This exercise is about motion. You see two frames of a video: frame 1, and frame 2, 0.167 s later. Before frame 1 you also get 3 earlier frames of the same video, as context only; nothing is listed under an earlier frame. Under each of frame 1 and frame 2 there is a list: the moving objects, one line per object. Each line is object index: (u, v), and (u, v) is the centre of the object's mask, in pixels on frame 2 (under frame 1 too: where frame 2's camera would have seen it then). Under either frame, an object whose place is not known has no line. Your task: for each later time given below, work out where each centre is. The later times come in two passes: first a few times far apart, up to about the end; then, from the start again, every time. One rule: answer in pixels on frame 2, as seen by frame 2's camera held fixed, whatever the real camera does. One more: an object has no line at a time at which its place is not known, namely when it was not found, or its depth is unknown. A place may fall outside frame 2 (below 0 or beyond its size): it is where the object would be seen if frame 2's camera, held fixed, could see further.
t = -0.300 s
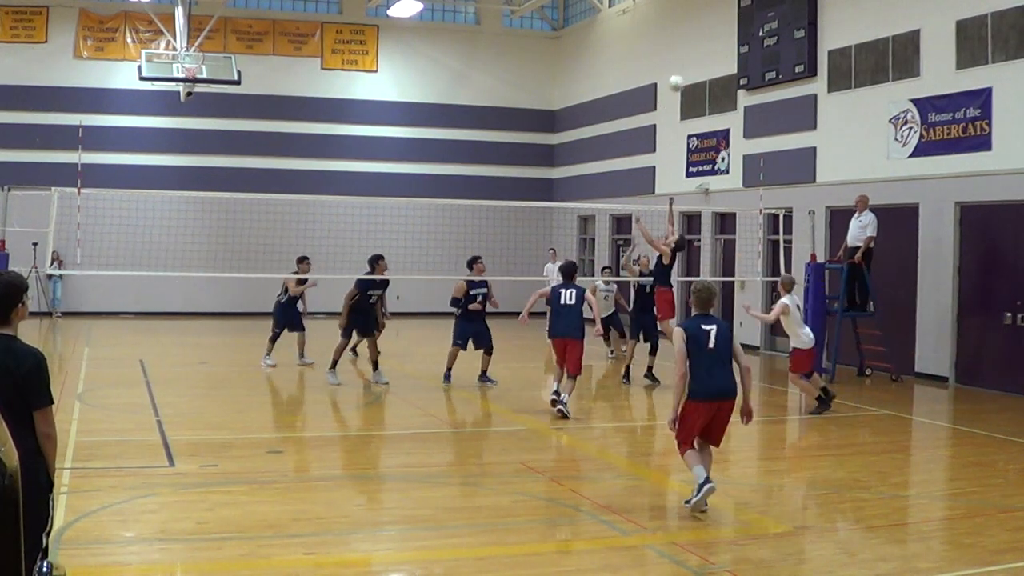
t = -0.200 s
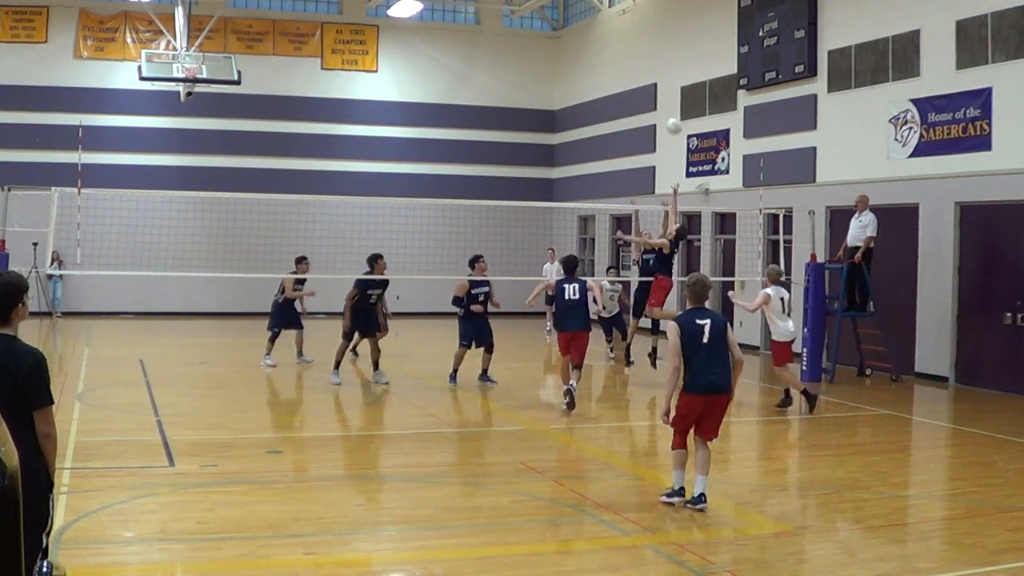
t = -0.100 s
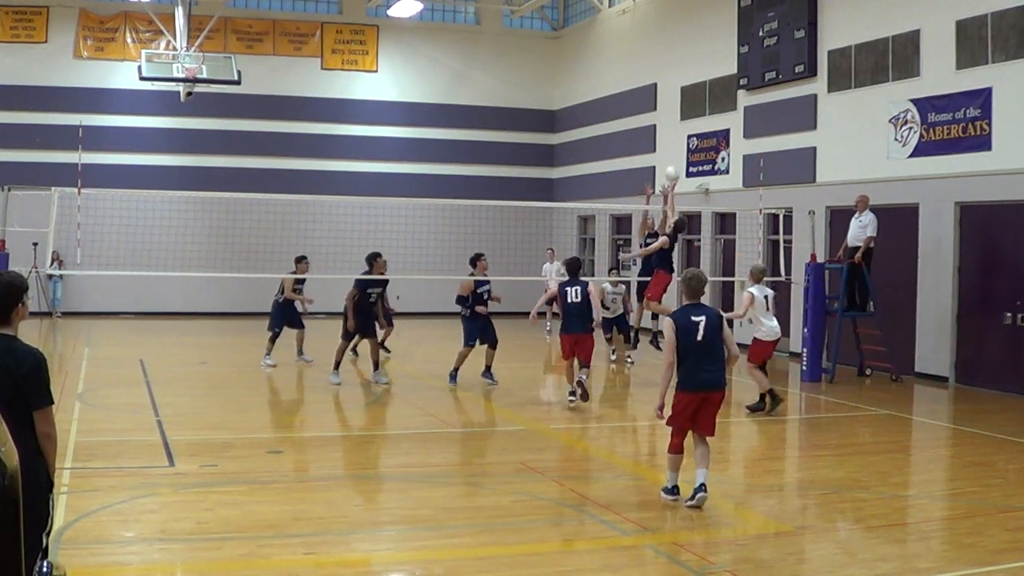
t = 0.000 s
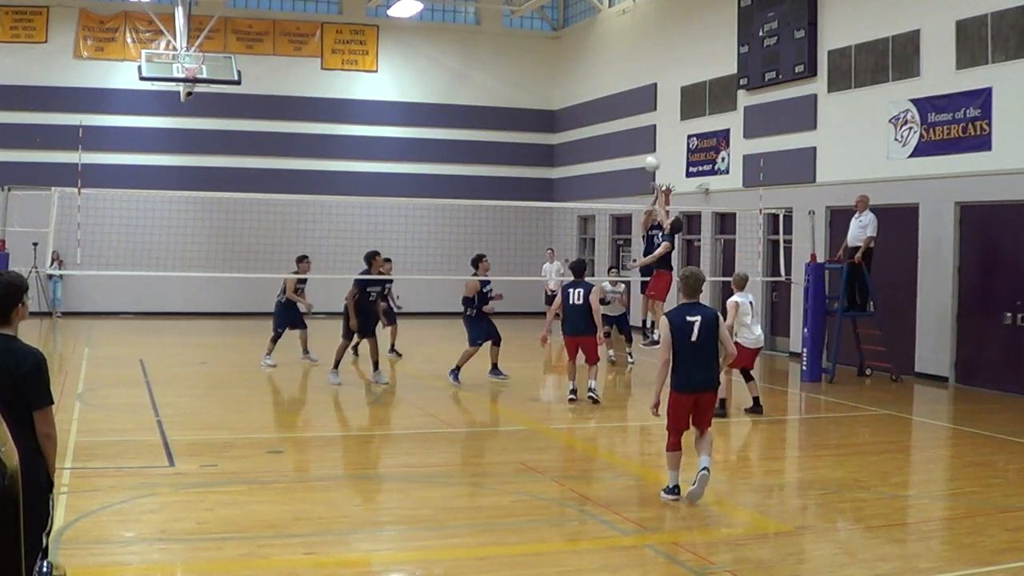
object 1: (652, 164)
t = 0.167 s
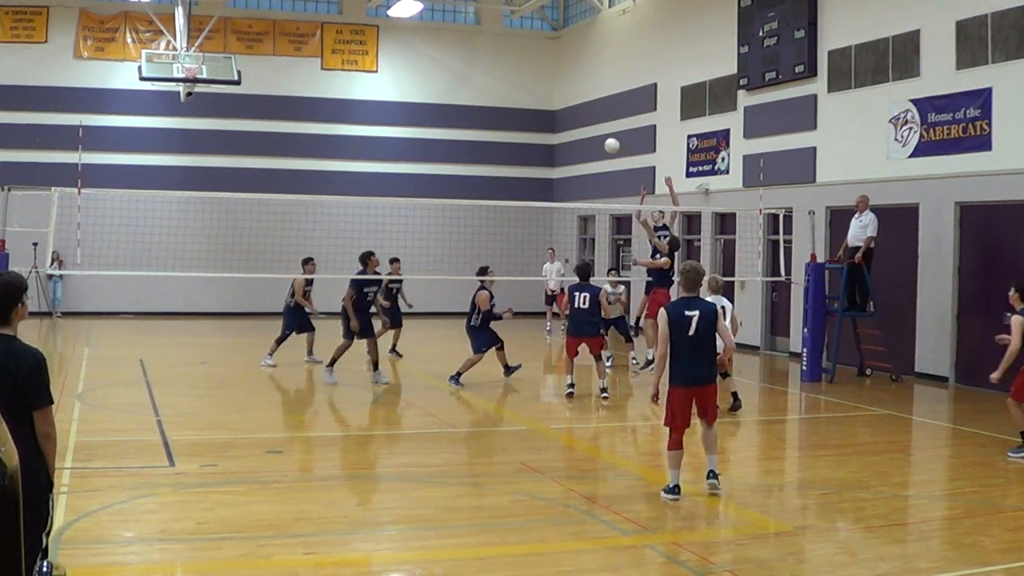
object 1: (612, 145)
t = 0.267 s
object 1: (588, 144)
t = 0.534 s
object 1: (530, 173)
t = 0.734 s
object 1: (490, 221)
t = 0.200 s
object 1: (604, 144)
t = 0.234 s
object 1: (596, 144)
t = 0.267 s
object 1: (588, 144)
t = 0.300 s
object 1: (581, 145)
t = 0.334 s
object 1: (573, 147)
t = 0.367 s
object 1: (565, 149)
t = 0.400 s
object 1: (558, 152)
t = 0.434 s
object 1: (551, 157)
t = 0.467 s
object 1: (544, 160)
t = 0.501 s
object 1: (537, 166)
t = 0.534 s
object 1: (530, 173)
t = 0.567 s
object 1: (523, 179)
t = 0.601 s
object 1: (516, 187)
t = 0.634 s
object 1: (509, 194)
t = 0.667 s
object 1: (503, 199)
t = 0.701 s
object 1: (496, 211)
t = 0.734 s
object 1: (490, 221)
